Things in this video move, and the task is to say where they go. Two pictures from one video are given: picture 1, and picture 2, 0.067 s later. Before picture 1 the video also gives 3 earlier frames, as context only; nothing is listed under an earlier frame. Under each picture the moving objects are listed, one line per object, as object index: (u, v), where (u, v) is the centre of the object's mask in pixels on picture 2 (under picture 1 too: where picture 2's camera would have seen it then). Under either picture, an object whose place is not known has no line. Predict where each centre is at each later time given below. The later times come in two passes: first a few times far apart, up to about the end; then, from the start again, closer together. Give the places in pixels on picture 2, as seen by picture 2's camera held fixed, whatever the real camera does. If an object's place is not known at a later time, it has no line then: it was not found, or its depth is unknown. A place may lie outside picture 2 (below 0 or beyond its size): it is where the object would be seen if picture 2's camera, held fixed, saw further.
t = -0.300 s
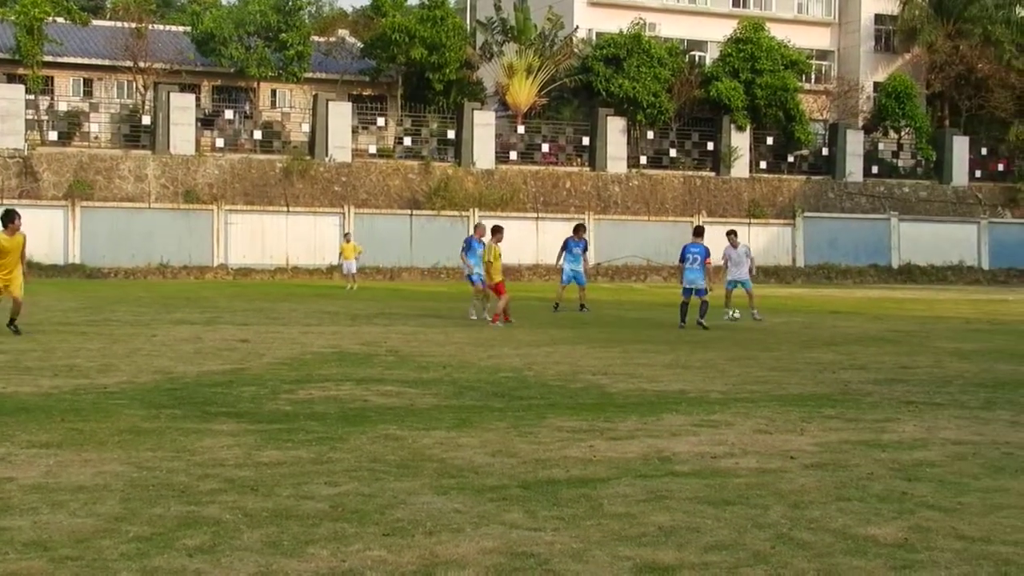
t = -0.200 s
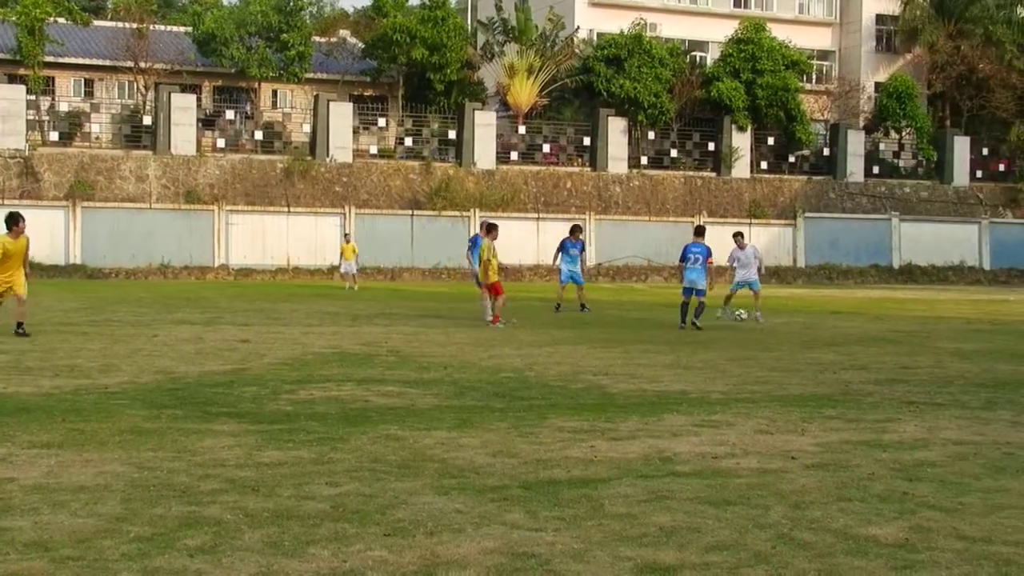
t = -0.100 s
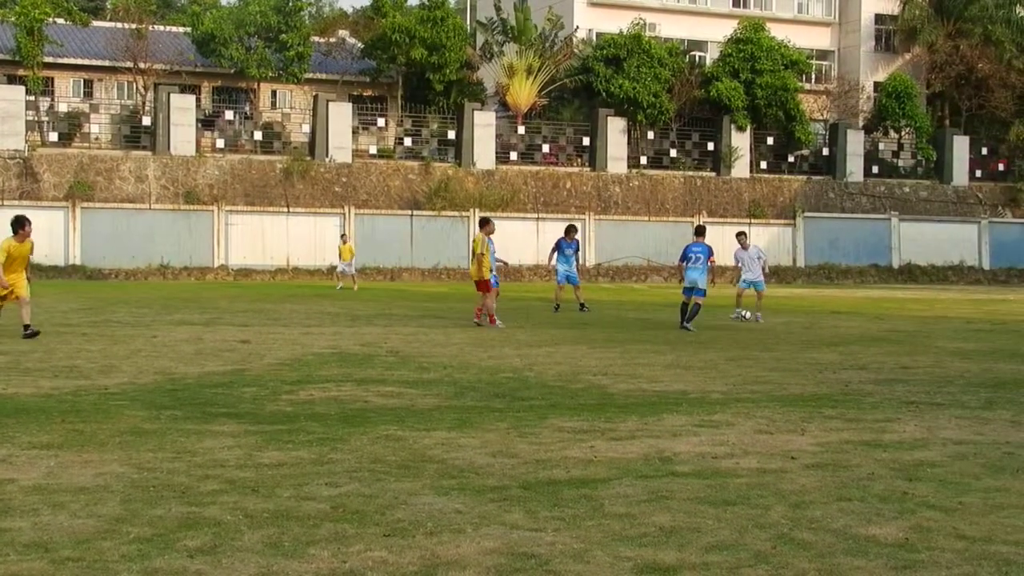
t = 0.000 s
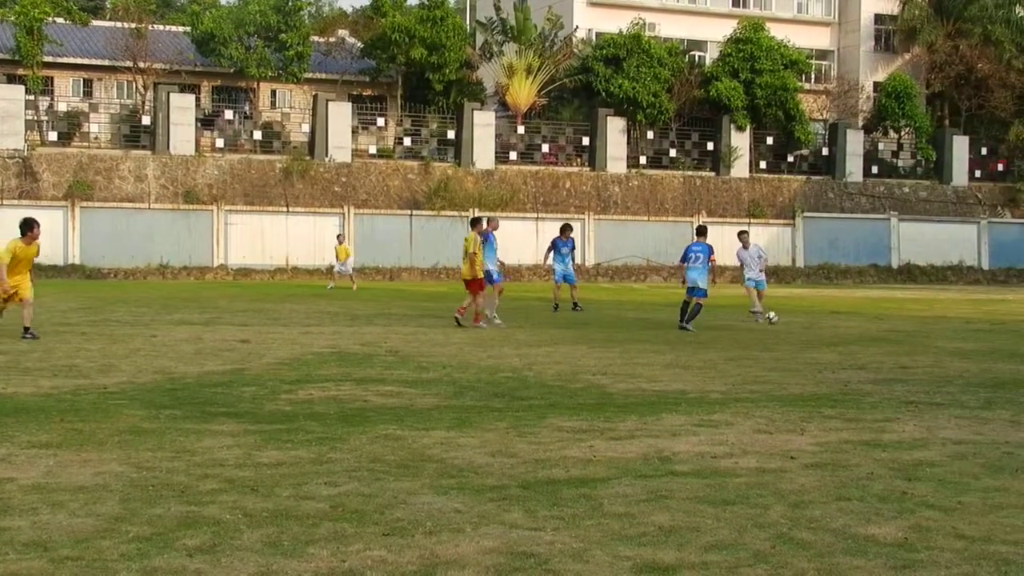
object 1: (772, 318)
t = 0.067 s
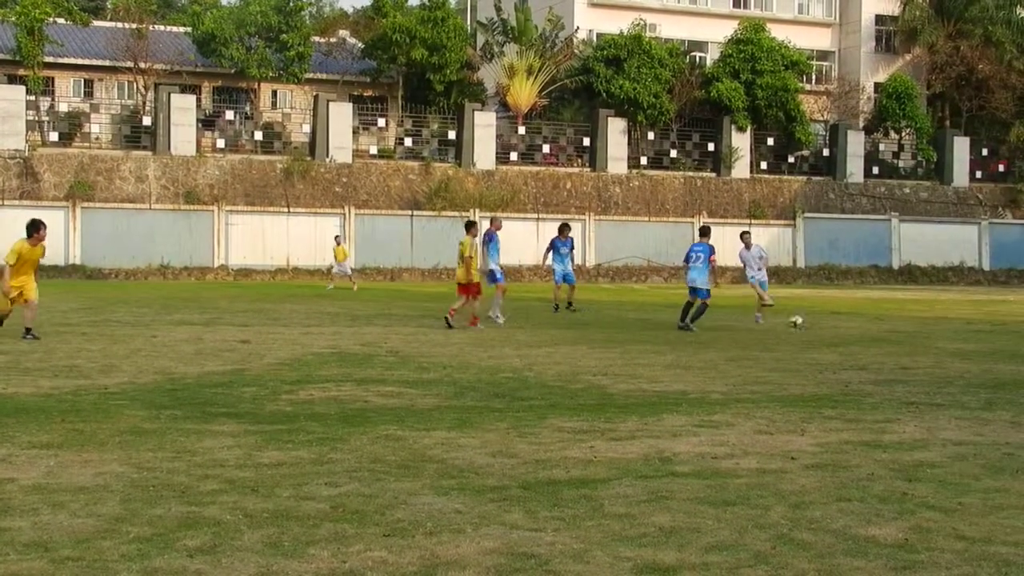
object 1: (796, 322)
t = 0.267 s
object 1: (867, 327)
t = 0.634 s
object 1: (992, 335)
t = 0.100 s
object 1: (808, 322)
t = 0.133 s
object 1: (819, 322)
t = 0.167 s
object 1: (831, 325)
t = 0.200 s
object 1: (844, 326)
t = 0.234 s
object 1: (856, 326)
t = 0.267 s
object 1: (867, 327)
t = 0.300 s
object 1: (880, 328)
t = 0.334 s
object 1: (892, 328)
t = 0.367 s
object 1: (903, 331)
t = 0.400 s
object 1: (915, 333)
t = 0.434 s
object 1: (925, 333)
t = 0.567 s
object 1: (970, 335)
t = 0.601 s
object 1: (983, 336)
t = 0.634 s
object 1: (992, 335)
